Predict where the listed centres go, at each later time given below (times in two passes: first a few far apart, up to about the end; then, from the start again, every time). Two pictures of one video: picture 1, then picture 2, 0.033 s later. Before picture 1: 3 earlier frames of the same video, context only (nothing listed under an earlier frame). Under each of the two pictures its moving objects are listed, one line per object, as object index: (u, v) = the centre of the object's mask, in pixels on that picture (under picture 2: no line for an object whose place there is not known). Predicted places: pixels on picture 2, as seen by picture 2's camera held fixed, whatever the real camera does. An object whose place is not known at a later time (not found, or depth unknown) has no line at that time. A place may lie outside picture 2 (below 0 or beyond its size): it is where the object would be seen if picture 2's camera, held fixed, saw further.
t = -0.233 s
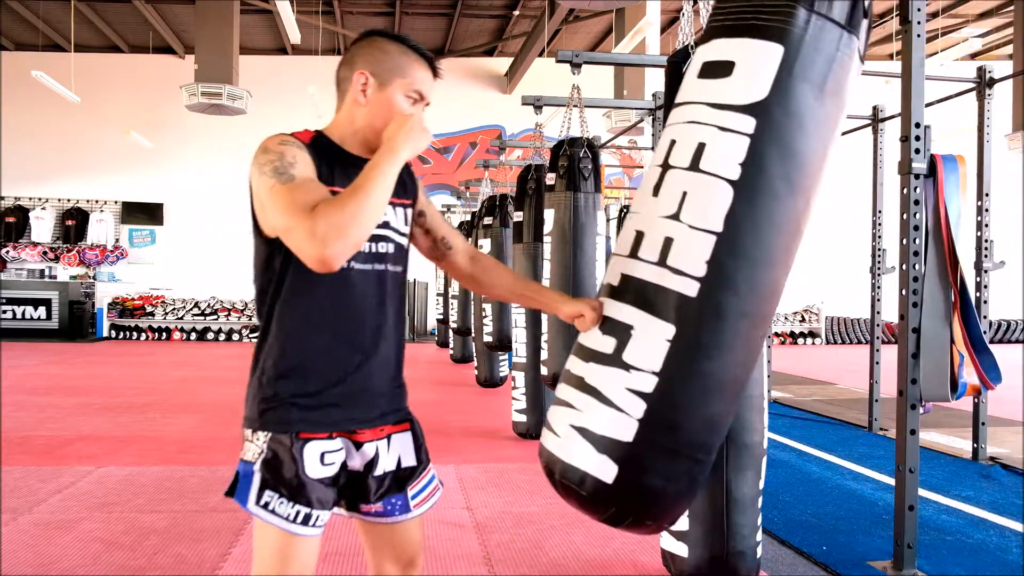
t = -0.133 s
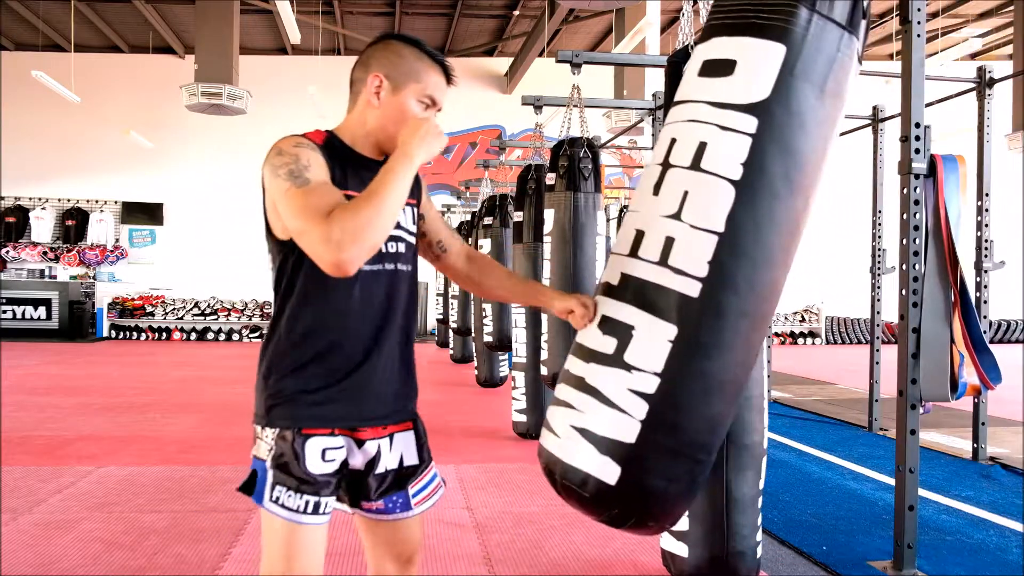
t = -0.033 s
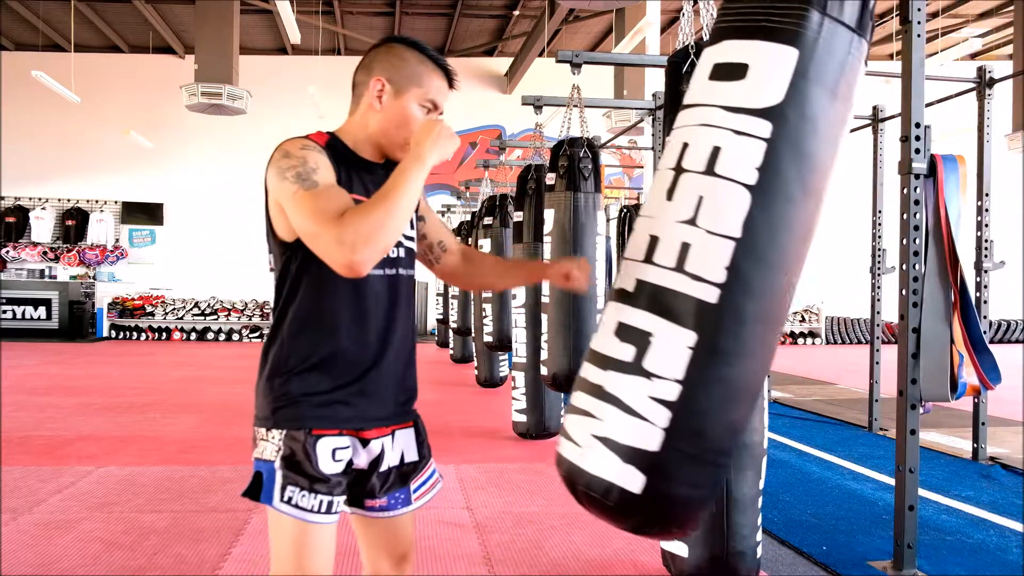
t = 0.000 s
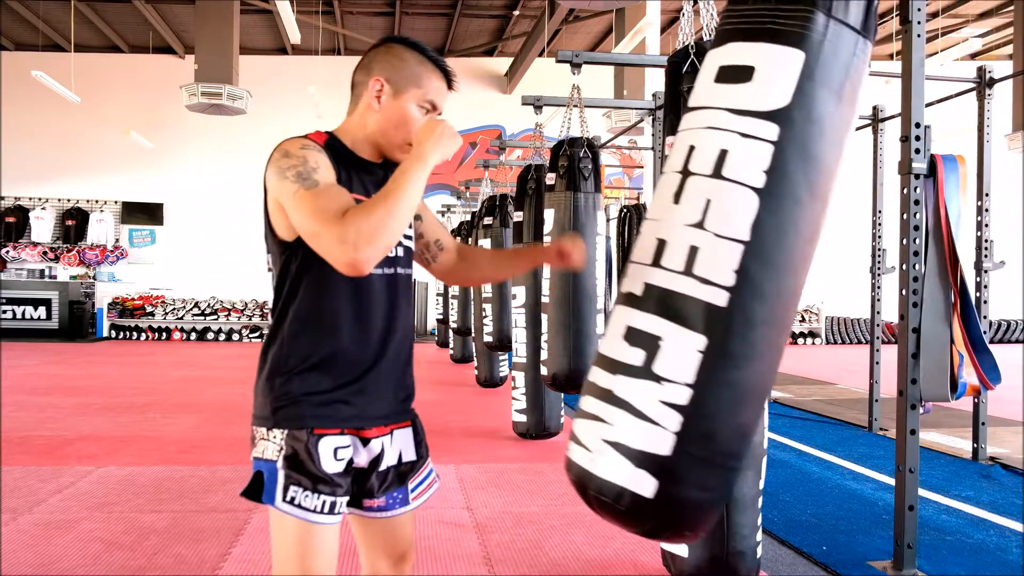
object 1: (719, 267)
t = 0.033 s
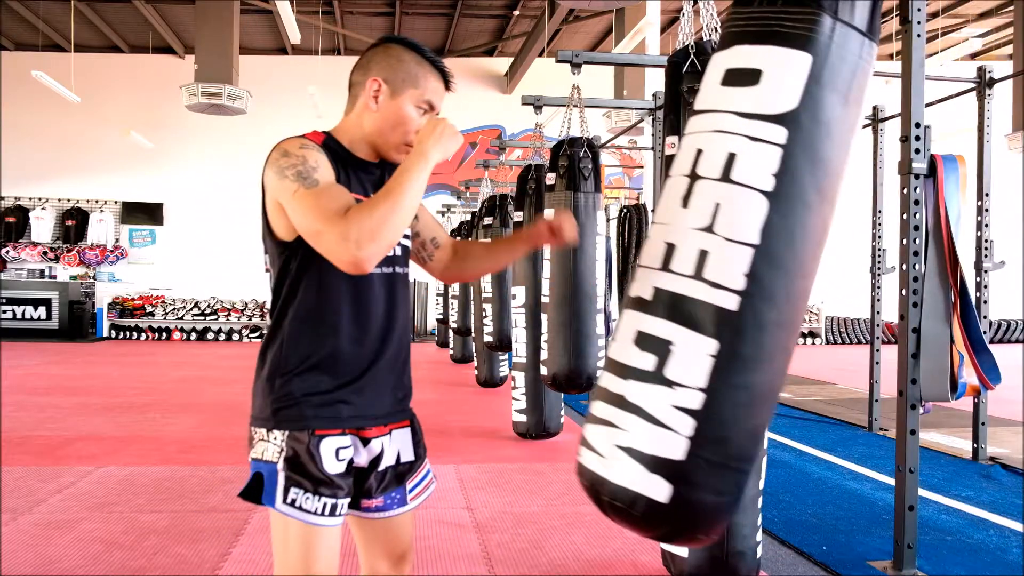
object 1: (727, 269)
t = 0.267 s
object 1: (814, 279)
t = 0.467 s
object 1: (904, 278)
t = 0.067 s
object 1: (737, 271)
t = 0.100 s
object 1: (747, 273)
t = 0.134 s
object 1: (759, 274)
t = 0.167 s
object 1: (772, 277)
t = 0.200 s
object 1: (785, 277)
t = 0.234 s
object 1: (800, 277)
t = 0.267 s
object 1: (814, 279)
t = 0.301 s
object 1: (830, 281)
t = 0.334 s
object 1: (845, 281)
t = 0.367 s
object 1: (860, 281)
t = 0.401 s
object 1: (874, 281)
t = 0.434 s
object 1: (890, 279)
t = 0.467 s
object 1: (904, 278)
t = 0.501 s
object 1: (918, 277)
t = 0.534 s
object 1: (931, 274)
